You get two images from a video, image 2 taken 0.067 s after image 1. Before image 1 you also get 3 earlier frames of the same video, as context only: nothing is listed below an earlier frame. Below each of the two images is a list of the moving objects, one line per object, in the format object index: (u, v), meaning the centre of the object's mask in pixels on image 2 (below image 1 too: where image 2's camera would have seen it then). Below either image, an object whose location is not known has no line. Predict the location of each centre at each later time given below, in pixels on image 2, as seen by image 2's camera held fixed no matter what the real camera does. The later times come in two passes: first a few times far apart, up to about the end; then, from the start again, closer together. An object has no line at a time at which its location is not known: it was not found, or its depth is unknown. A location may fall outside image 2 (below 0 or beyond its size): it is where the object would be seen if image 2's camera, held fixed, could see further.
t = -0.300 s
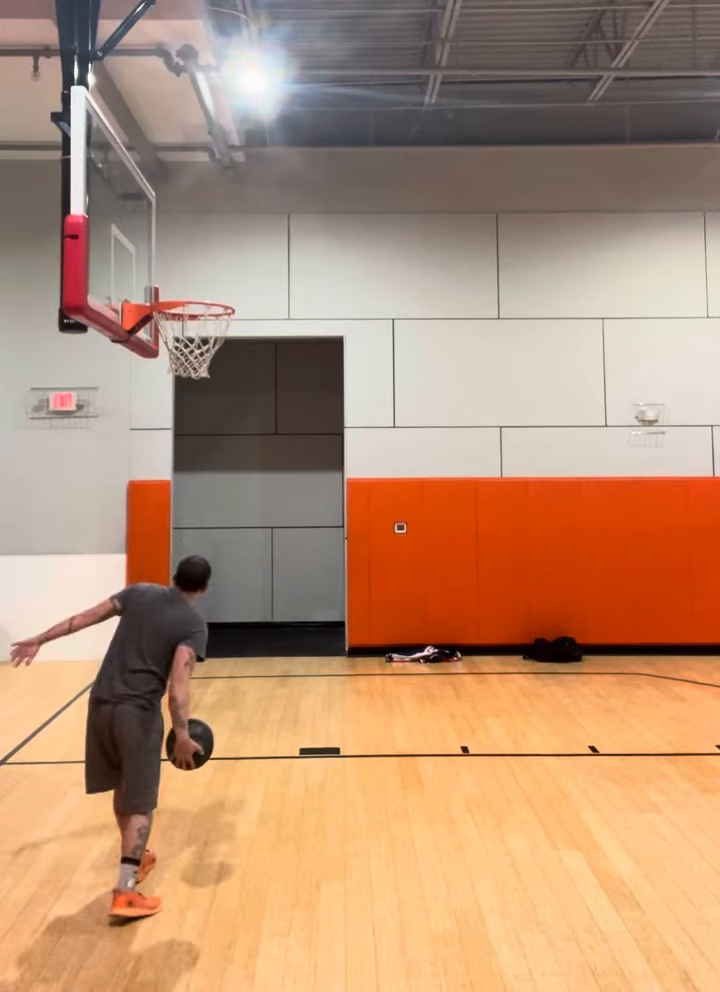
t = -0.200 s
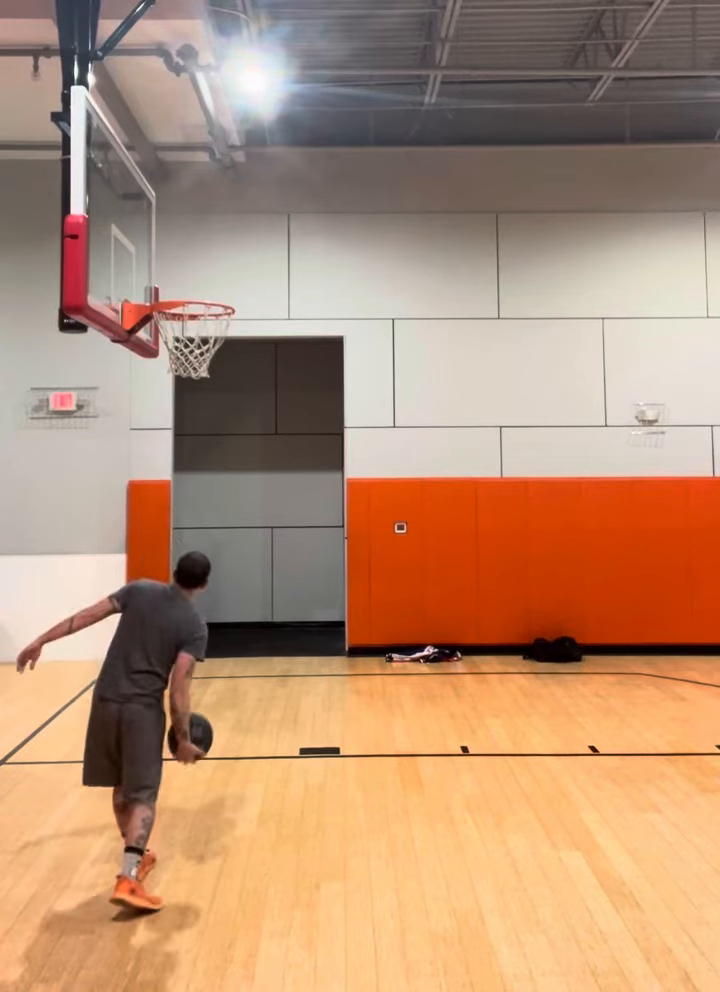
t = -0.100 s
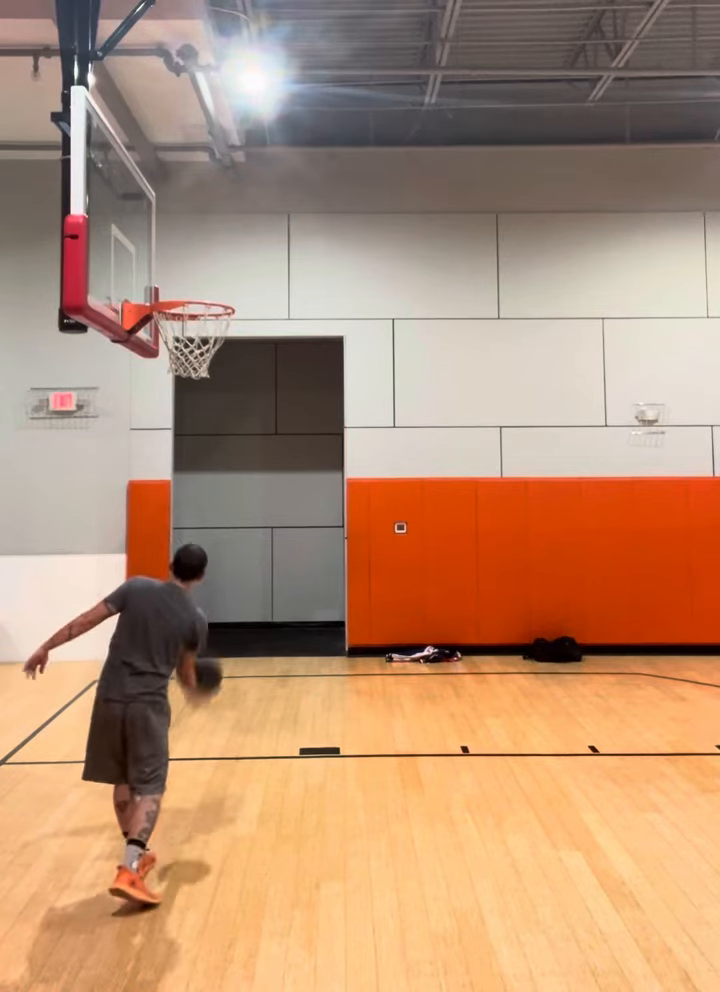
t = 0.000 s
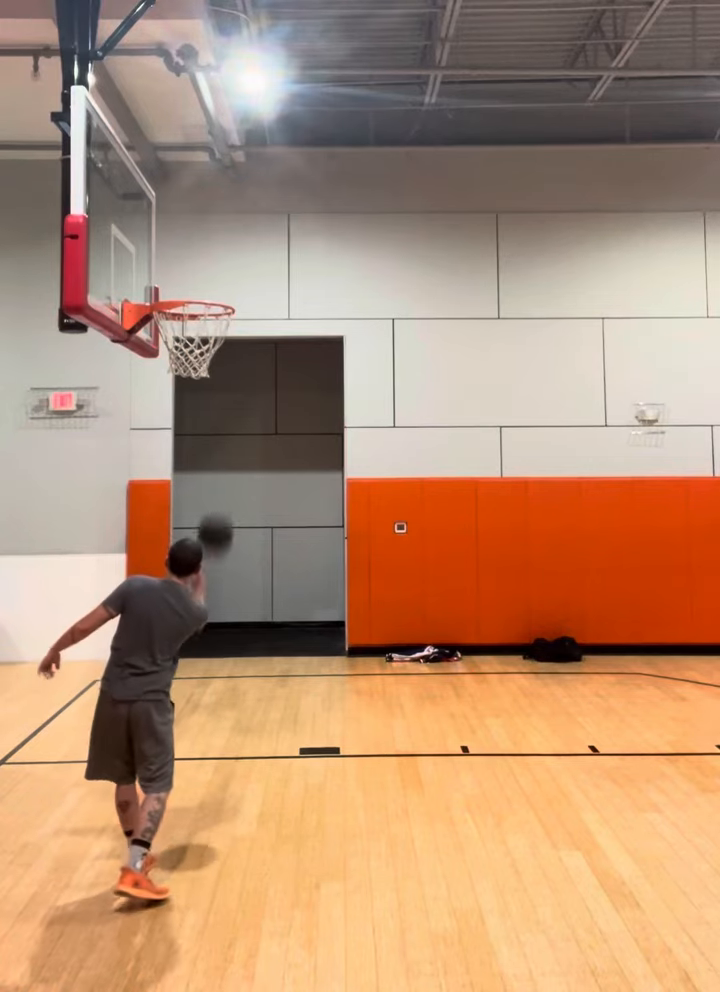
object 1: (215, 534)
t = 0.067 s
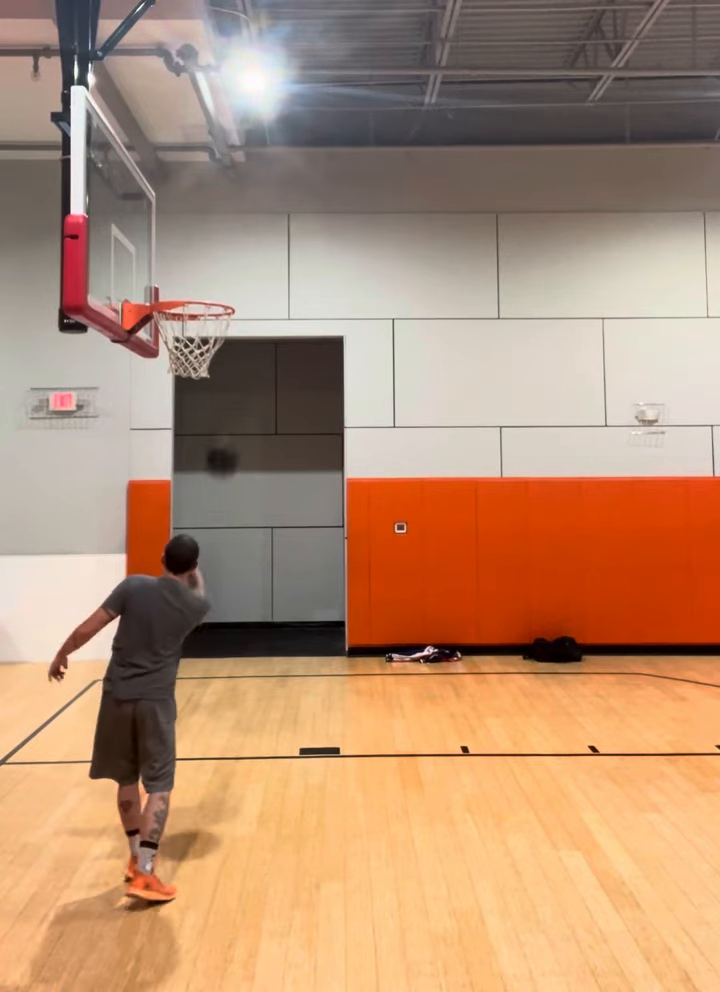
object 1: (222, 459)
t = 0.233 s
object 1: (238, 327)
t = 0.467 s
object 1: (247, 241)
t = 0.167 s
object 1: (229, 368)
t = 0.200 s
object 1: (233, 348)
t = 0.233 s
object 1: (238, 327)
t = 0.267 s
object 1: (239, 308)
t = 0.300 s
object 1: (239, 293)
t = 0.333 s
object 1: (240, 279)
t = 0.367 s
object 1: (242, 267)
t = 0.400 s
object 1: (244, 257)
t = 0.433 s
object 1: (246, 248)
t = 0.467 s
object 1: (247, 241)
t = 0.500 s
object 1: (249, 236)
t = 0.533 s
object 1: (250, 232)
